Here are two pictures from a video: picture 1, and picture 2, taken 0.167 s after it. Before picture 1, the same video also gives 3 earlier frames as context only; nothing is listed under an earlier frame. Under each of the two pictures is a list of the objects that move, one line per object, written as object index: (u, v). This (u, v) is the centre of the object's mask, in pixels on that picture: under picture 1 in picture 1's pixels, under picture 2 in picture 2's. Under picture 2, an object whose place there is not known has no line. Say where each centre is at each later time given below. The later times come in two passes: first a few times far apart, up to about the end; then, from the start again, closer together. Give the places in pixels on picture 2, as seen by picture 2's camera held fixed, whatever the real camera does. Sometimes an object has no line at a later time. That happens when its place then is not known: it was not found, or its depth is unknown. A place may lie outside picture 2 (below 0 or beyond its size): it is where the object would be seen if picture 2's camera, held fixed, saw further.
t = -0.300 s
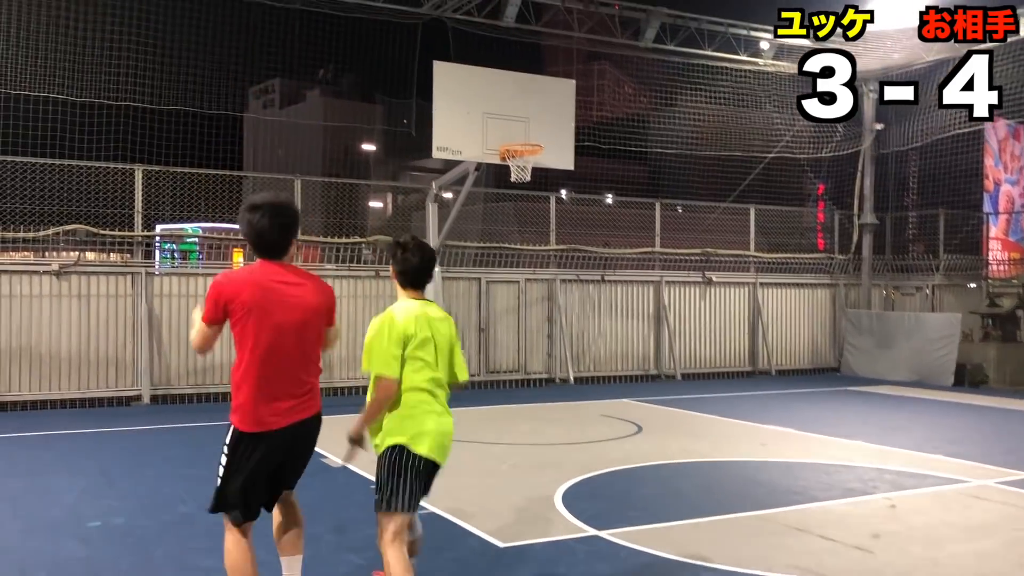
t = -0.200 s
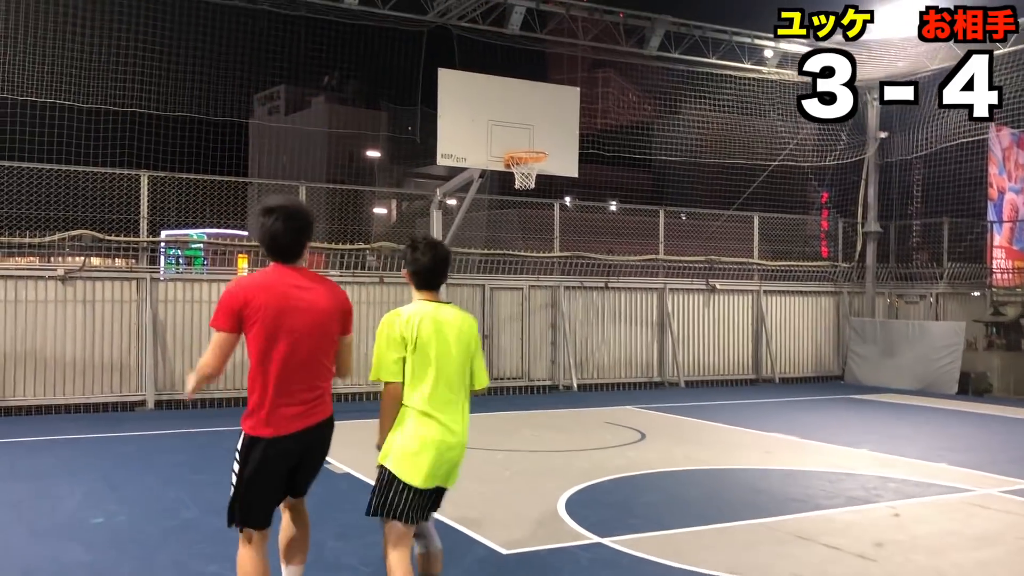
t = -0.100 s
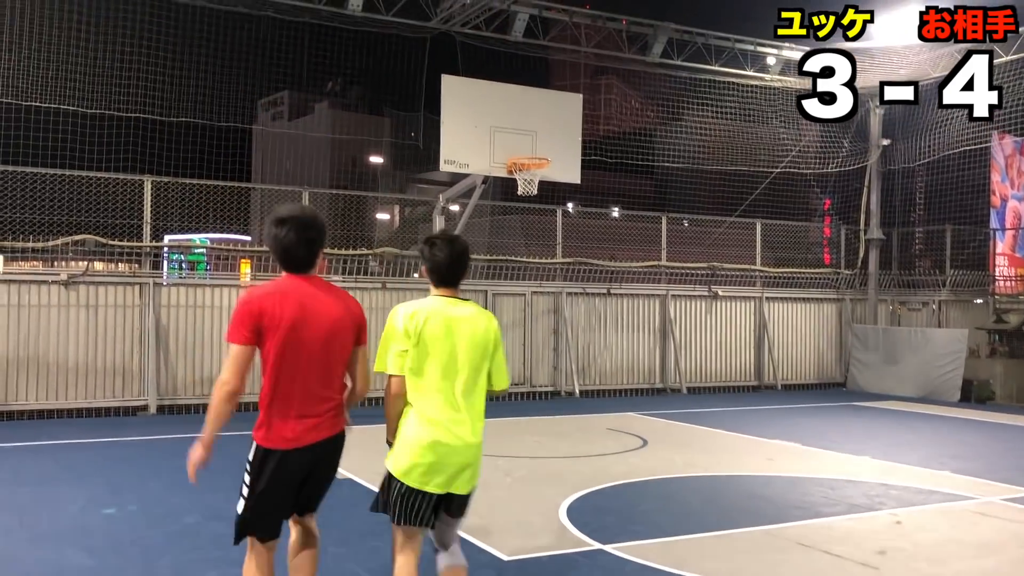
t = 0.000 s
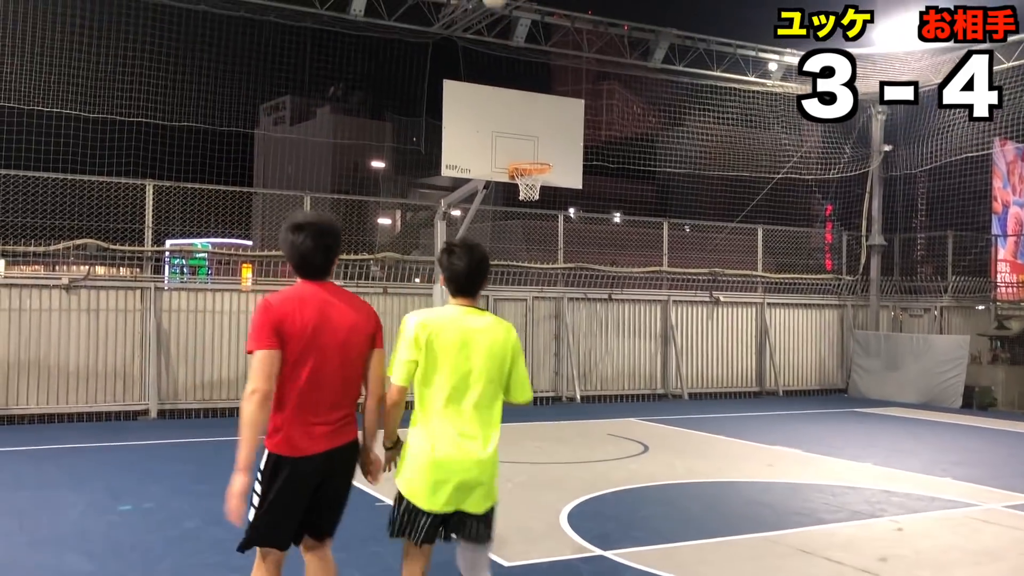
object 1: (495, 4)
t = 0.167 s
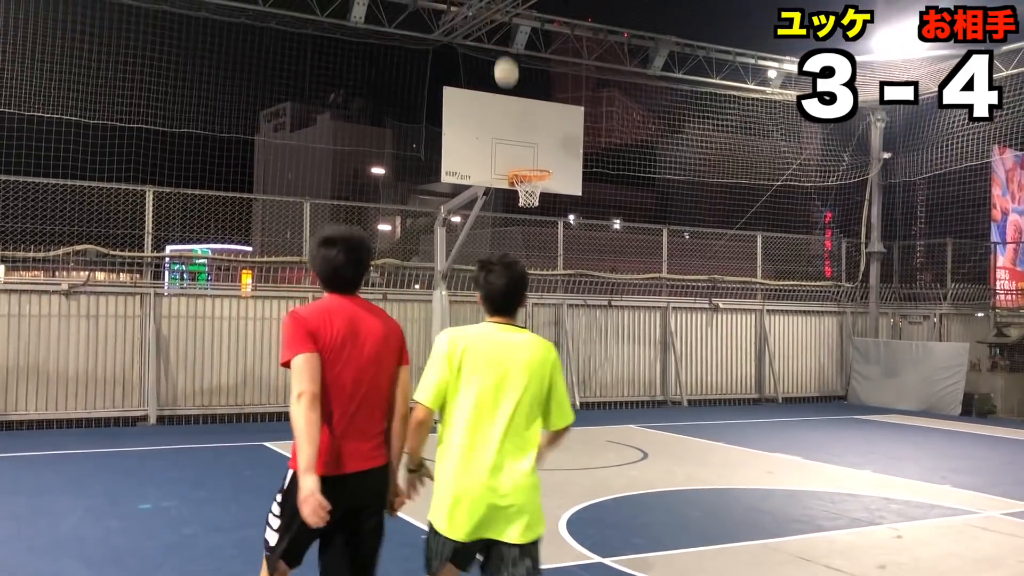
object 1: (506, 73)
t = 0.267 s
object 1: (510, 120)
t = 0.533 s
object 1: (554, 140)
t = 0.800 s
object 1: (601, 114)
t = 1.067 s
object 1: (649, 157)
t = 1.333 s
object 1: (697, 273)
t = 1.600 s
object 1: (746, 467)
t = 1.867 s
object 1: (796, 331)
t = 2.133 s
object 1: (854, 269)
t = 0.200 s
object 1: (508, 86)
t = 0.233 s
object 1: (509, 102)
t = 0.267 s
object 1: (510, 120)
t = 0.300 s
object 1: (513, 137)
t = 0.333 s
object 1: (514, 156)
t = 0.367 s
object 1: (518, 164)
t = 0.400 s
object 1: (528, 165)
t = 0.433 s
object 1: (537, 163)
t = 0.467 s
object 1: (543, 156)
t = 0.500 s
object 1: (549, 147)
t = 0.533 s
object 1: (554, 140)
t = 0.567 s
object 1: (560, 133)
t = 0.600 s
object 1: (566, 127)
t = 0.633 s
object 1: (573, 121)
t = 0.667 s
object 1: (579, 119)
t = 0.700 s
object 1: (585, 116)
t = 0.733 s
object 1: (590, 115)
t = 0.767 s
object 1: (596, 114)
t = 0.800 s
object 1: (601, 114)
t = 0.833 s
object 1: (608, 116)
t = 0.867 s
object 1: (614, 119)
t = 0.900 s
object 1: (619, 122)
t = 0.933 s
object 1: (625, 127)
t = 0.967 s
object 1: (631, 132)
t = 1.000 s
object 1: (636, 139)
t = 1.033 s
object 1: (643, 147)
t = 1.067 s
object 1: (649, 157)
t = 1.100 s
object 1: (655, 166)
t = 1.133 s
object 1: (661, 178)
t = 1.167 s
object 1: (667, 191)
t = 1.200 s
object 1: (673, 205)
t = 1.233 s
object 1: (679, 220)
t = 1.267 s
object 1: (685, 236)
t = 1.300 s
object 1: (692, 254)
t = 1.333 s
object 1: (697, 273)
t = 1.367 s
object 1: (703, 292)
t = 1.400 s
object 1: (708, 316)
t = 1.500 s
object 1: (726, 390)
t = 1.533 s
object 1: (735, 415)
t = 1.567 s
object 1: (740, 445)
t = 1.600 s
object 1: (746, 467)
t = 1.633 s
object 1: (752, 443)
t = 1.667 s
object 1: (756, 425)
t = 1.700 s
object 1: (763, 406)
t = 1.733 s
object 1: (770, 390)
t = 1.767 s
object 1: (775, 376)
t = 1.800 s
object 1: (782, 358)
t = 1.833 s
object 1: (789, 345)
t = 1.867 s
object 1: (796, 331)
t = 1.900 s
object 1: (803, 318)
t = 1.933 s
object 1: (810, 308)
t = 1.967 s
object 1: (817, 299)
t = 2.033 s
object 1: (831, 283)
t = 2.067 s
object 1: (839, 278)
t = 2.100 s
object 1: (847, 274)
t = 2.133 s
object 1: (854, 269)
